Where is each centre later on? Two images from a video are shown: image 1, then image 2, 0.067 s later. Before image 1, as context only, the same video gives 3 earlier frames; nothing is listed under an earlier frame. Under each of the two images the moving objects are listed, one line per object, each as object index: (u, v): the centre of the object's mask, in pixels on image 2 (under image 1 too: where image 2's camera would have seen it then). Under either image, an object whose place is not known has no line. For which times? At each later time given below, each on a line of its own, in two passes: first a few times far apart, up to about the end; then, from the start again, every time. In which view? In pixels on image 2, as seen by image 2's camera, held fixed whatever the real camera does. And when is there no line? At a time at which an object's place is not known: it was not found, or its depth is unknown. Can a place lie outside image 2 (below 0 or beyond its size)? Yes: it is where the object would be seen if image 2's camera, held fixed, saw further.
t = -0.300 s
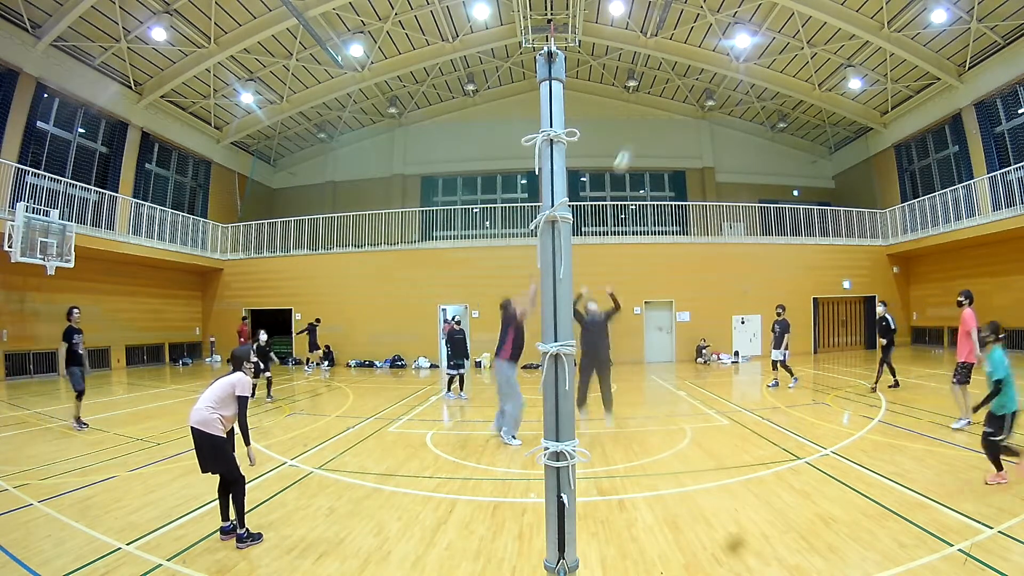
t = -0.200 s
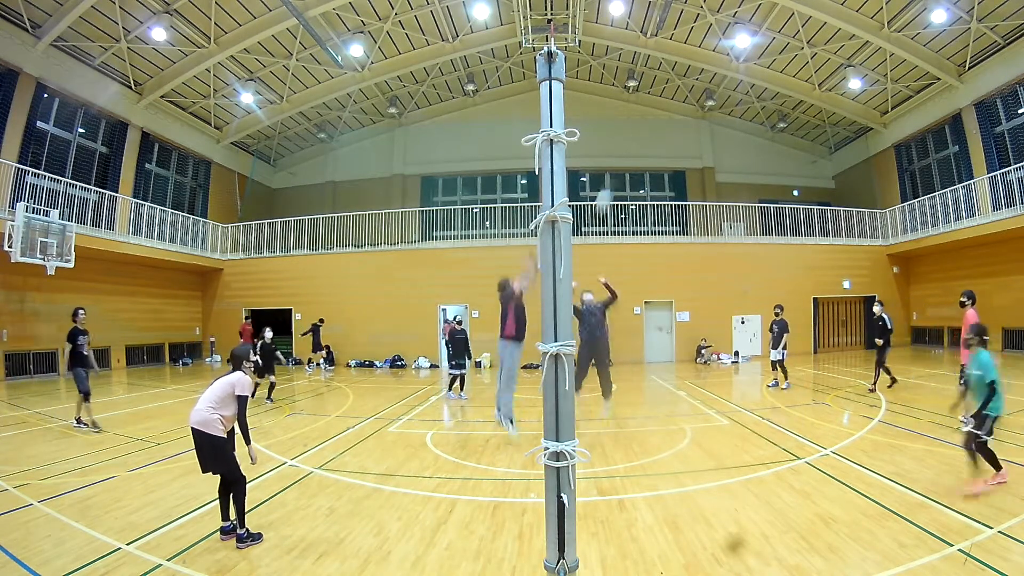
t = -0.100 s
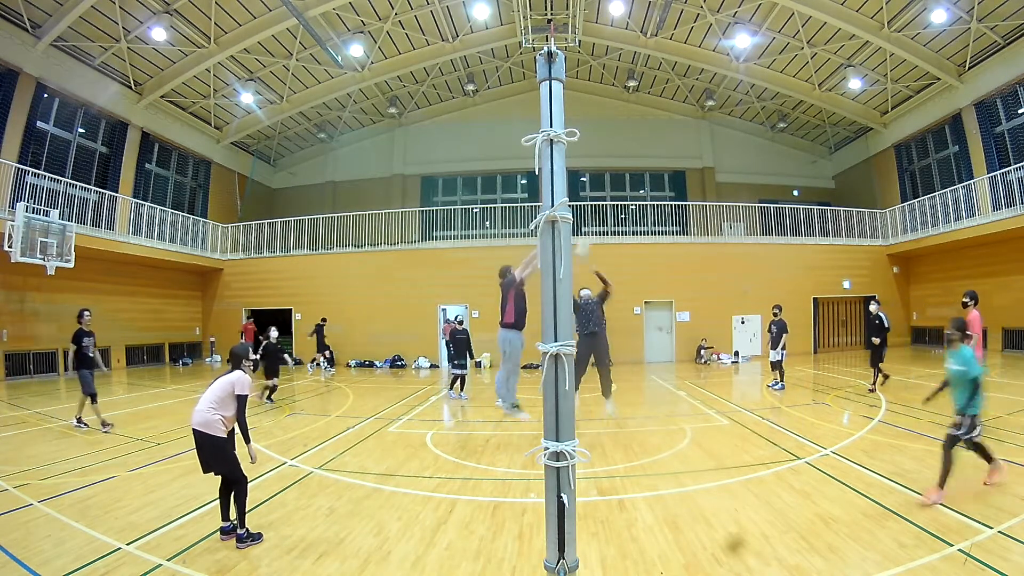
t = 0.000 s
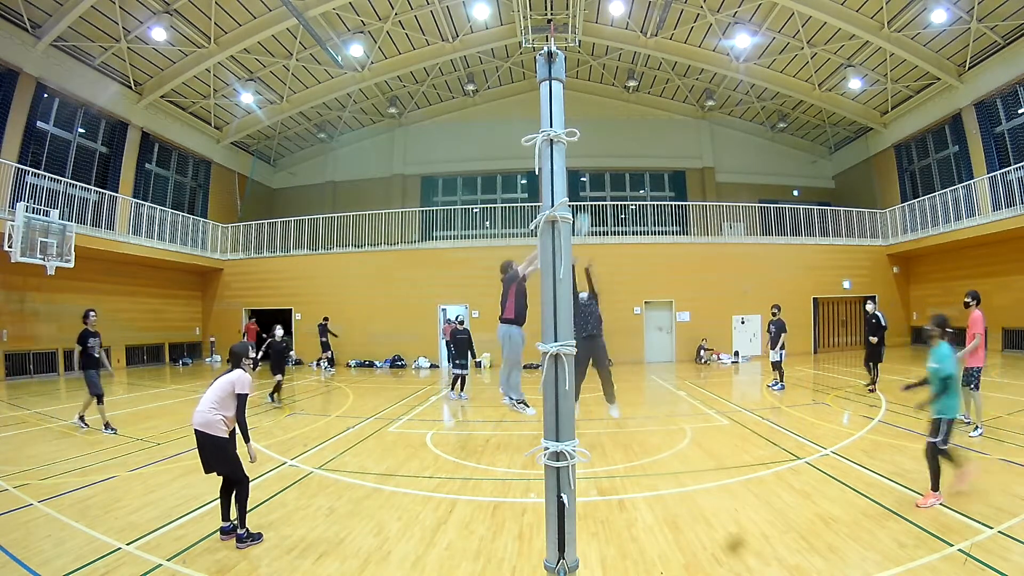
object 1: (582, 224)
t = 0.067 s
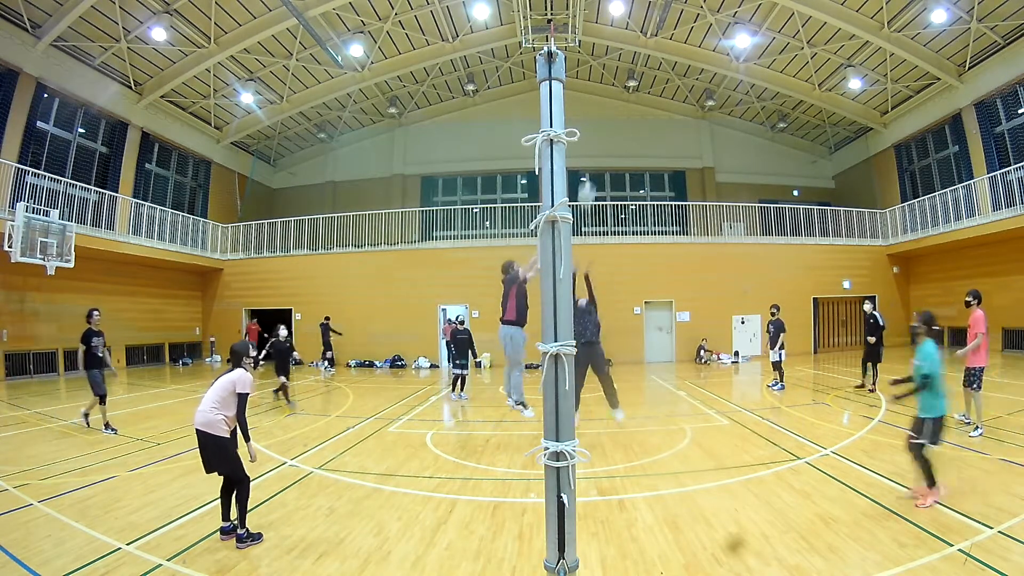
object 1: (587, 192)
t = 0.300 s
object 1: (602, 108)
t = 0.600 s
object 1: (630, 48)
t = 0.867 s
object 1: (673, 54)
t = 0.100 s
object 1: (588, 181)
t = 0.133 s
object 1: (590, 167)
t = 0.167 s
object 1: (592, 153)
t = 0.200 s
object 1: (595, 141)
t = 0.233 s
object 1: (597, 131)
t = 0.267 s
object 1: (600, 119)
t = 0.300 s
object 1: (602, 108)
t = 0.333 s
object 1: (604, 100)
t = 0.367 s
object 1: (607, 90)
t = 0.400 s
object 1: (610, 83)
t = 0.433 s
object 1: (613, 75)
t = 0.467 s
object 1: (616, 68)
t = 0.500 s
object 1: (619, 62)
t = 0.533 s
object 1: (622, 56)
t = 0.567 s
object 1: (626, 51)
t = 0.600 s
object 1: (630, 48)
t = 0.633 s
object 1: (634, 44)
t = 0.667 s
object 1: (638, 43)
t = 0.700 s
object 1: (643, 41)
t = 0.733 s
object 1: (648, 40)
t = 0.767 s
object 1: (653, 41)
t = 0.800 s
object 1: (659, 43)
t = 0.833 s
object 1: (666, 47)
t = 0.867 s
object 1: (673, 54)
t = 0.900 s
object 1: (682, 60)
